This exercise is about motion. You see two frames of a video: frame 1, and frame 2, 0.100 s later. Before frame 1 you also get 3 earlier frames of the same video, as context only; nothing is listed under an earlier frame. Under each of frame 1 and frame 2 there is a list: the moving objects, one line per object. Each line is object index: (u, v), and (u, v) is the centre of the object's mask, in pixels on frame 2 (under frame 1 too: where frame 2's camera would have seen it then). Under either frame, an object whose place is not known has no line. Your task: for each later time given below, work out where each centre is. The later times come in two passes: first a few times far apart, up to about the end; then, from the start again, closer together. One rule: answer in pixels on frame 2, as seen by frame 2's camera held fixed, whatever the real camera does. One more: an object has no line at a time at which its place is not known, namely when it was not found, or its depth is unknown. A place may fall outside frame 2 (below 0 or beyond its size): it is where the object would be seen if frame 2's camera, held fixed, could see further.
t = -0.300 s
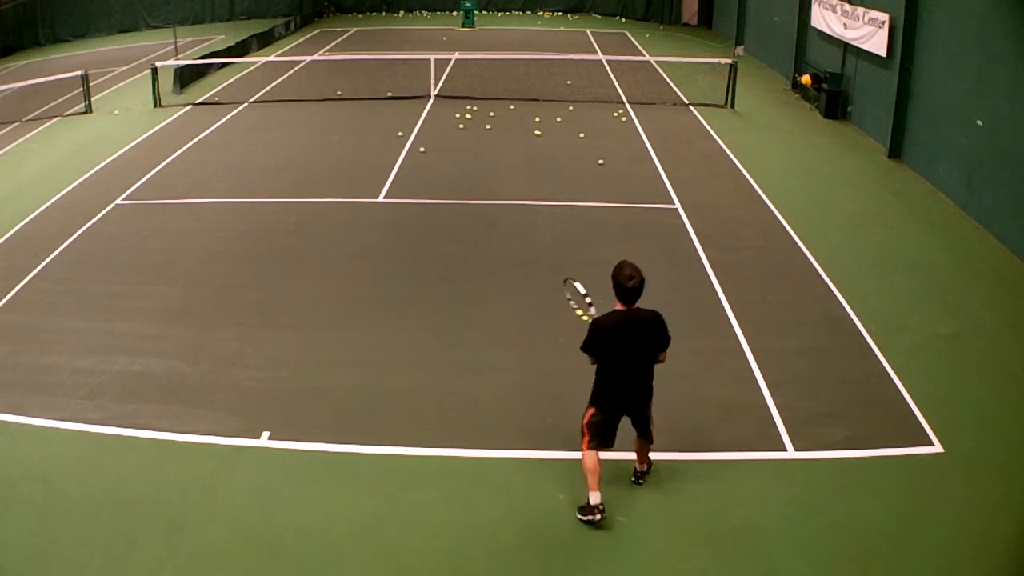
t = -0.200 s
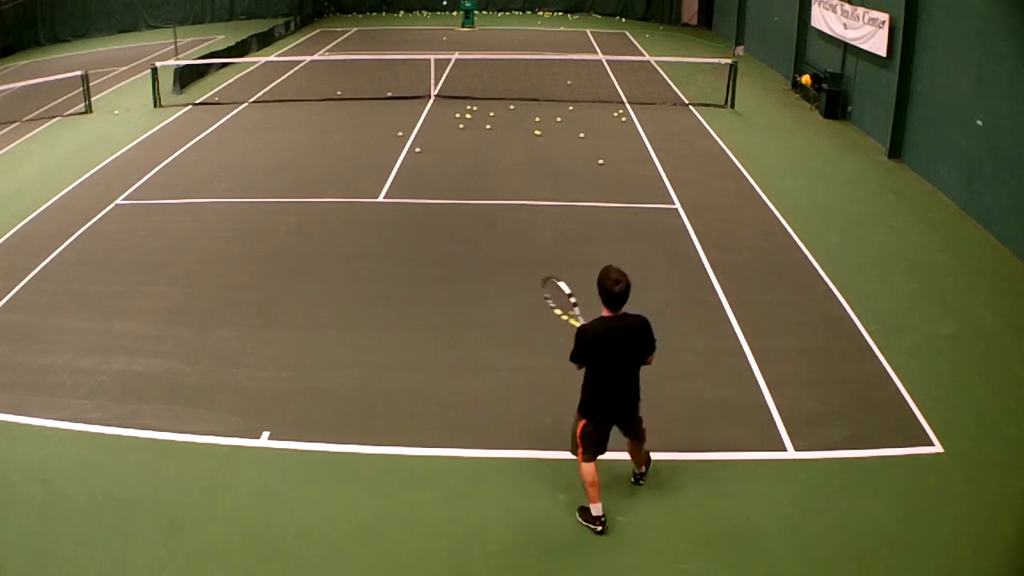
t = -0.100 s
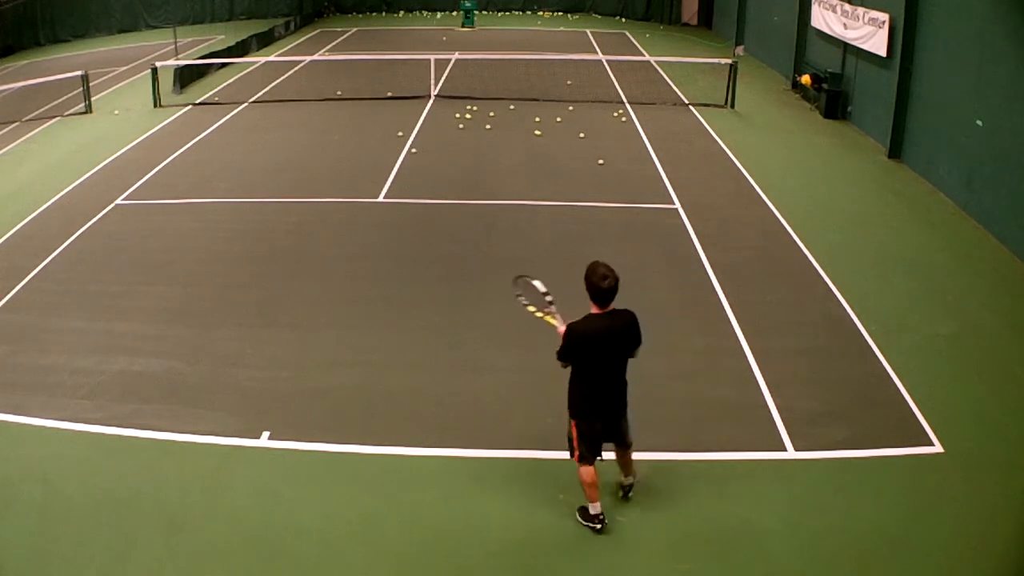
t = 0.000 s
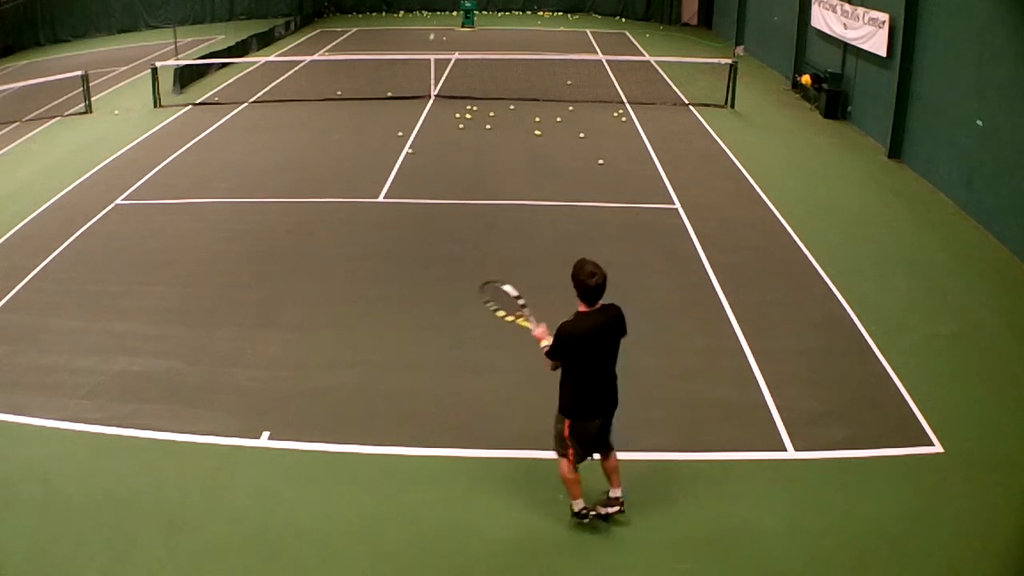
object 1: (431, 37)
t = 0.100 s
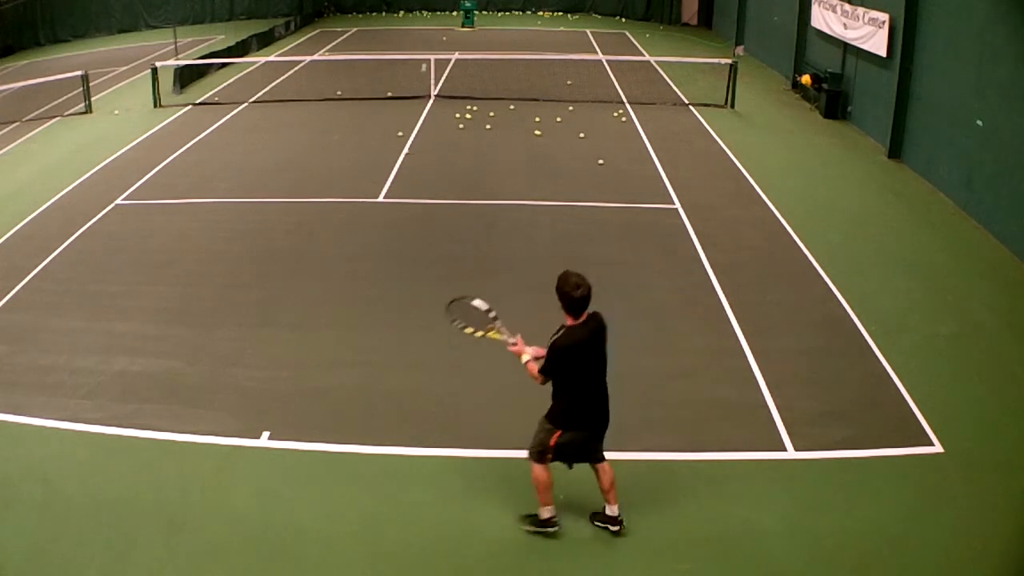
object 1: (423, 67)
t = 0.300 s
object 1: (403, 172)
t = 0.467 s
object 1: (385, 216)
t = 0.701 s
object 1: (356, 221)
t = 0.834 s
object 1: (337, 256)
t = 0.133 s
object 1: (420, 80)
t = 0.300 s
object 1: (403, 172)
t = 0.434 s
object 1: (388, 219)
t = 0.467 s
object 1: (385, 216)
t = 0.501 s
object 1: (381, 213)
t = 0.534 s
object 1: (377, 212)
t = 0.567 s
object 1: (374, 212)
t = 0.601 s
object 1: (370, 212)
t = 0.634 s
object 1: (365, 213)
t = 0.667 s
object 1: (361, 216)
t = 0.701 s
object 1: (356, 221)
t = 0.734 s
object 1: (352, 227)
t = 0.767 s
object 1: (347, 235)
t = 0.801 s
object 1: (342, 245)
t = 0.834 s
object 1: (337, 256)
